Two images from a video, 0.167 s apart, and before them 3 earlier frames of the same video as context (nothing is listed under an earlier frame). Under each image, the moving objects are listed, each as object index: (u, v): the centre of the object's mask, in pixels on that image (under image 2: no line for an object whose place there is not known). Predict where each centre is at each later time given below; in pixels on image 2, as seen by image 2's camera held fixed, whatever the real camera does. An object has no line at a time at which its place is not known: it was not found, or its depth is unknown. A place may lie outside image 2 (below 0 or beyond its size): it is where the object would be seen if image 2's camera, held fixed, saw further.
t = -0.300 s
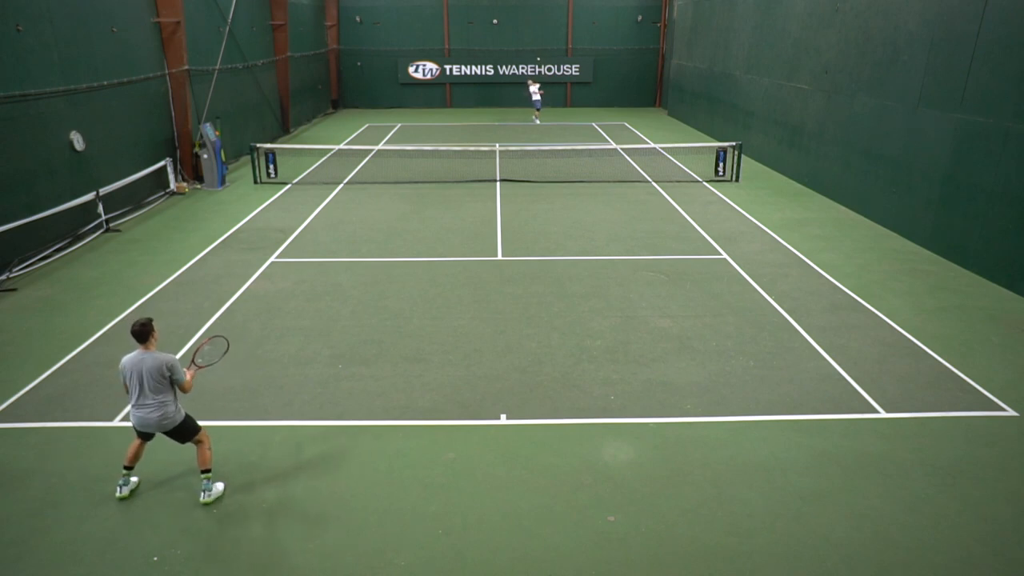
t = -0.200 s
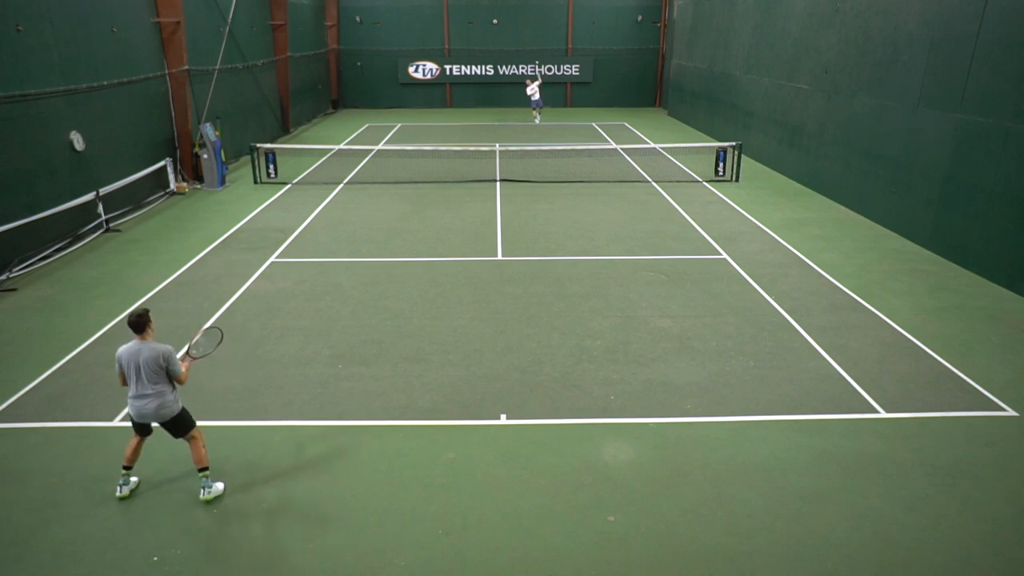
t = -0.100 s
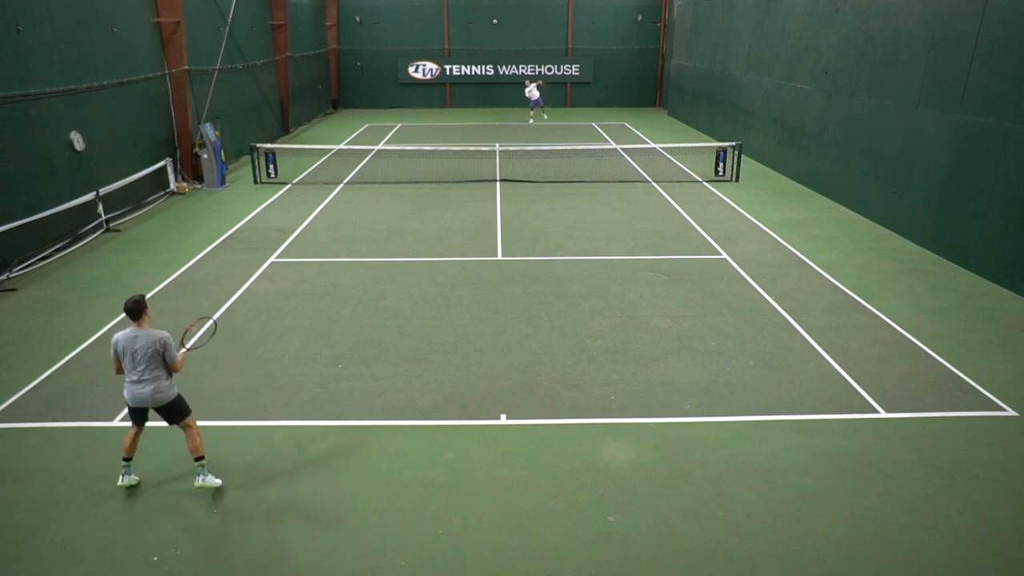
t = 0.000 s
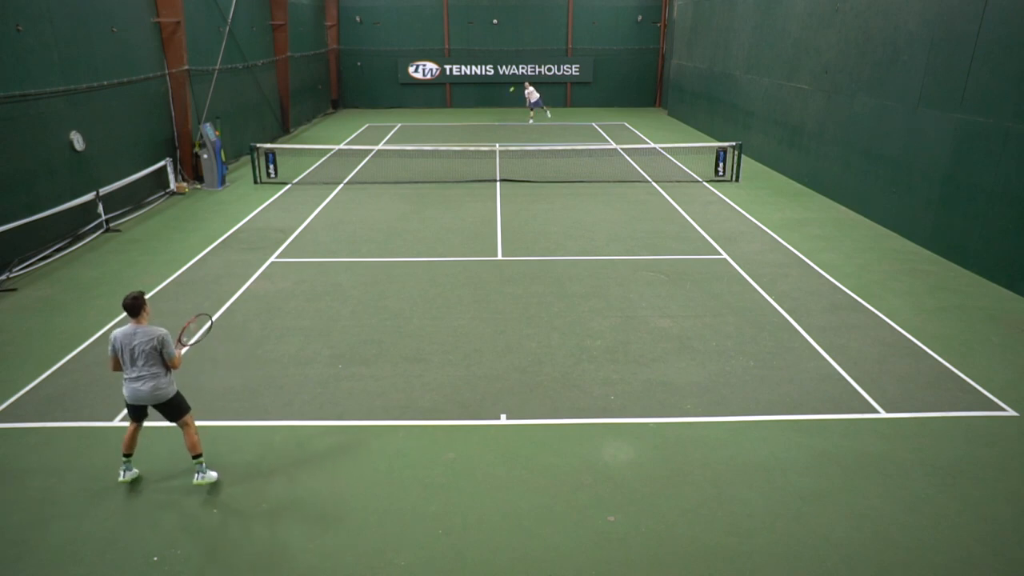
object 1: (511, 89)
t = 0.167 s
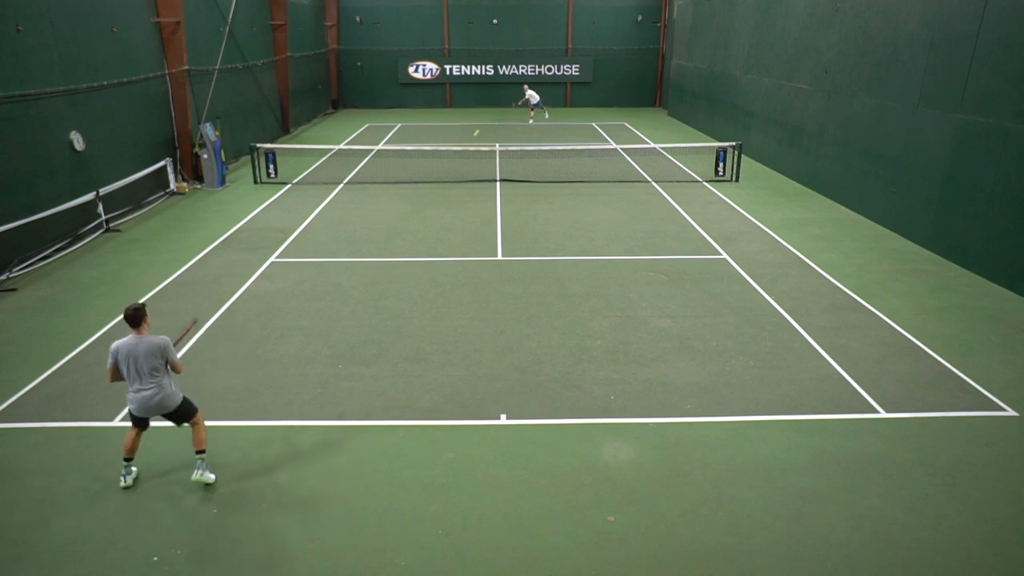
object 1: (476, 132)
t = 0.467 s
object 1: (374, 237)
